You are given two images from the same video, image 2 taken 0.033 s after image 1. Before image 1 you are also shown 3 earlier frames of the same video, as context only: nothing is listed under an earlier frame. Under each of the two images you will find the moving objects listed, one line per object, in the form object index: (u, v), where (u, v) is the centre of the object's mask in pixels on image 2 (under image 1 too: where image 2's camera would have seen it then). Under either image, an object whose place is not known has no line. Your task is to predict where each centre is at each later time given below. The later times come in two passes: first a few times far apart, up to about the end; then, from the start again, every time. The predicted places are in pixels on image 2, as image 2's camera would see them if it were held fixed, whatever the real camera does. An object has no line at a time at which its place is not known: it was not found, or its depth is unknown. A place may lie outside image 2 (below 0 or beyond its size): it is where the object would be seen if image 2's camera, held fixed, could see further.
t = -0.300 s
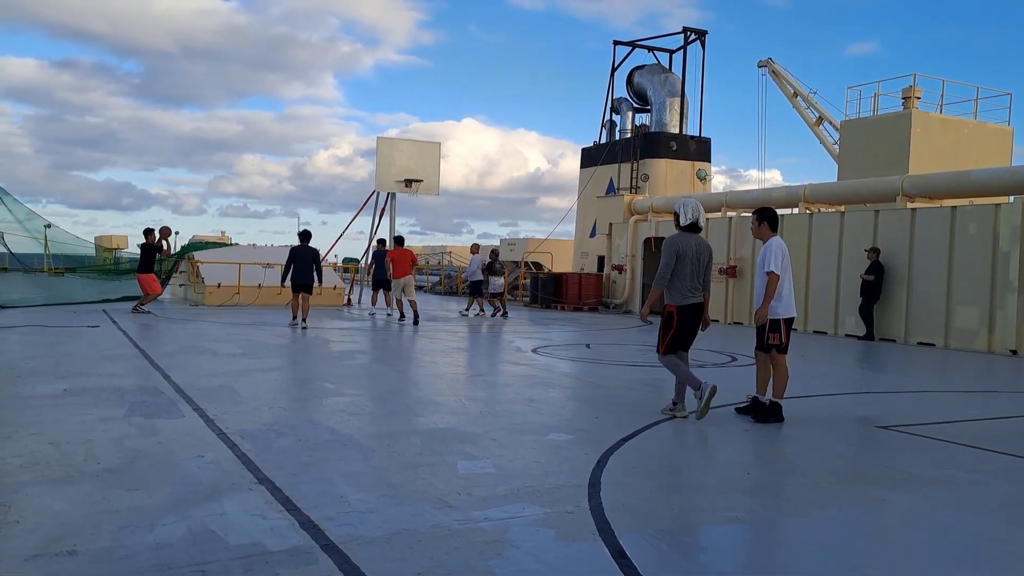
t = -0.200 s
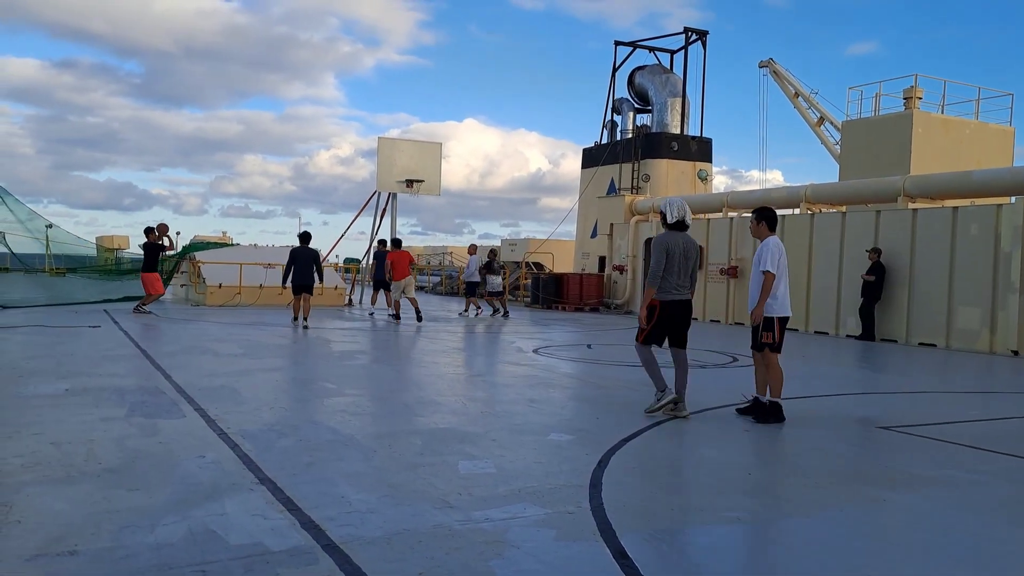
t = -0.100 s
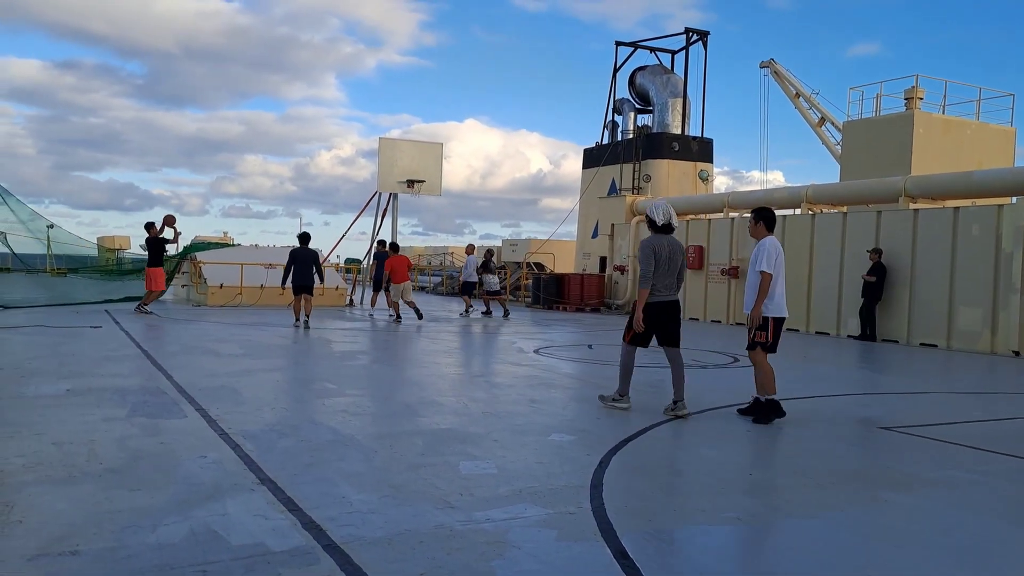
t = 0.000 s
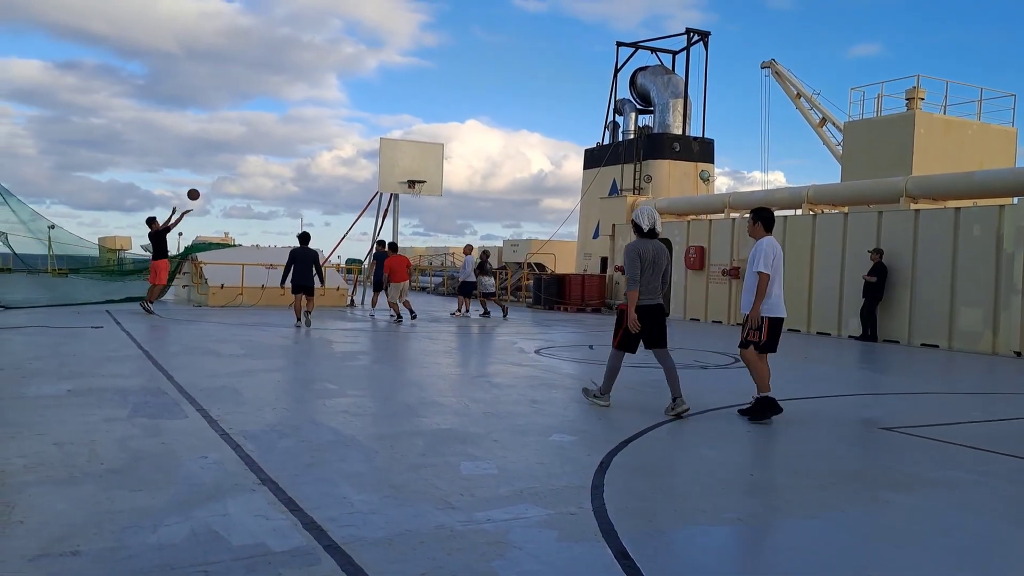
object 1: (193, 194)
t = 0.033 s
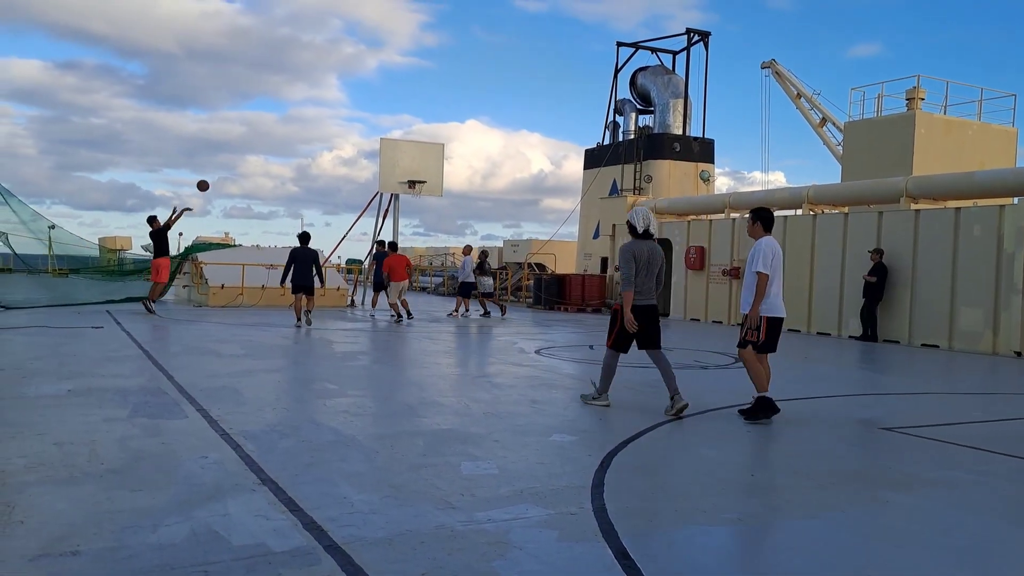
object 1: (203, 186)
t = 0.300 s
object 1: (272, 137)
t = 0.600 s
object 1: (340, 125)
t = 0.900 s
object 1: (401, 152)
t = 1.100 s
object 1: (435, 180)
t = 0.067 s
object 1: (212, 177)
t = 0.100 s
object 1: (221, 170)
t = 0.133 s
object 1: (229, 163)
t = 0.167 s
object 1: (238, 156)
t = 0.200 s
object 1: (247, 151)
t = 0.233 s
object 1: (255, 146)
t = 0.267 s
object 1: (263, 141)
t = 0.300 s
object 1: (272, 137)
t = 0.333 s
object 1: (280, 133)
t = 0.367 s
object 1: (288, 131)
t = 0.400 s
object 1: (295, 128)
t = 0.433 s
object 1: (303, 126)
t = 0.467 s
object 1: (311, 125)
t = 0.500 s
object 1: (318, 124)
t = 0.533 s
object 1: (326, 124)
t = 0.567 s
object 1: (333, 124)
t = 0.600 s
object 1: (340, 125)
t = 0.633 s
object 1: (347, 126)
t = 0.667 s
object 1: (354, 128)
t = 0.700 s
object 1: (360, 129)
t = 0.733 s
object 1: (368, 132)
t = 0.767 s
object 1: (374, 135)
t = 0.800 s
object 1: (381, 139)
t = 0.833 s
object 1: (387, 143)
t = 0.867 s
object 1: (394, 147)
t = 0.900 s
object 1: (401, 152)
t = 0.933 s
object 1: (407, 157)
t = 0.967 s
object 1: (413, 163)
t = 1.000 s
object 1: (419, 169)
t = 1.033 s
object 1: (425, 175)
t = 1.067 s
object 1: (430, 178)
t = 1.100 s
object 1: (435, 180)
